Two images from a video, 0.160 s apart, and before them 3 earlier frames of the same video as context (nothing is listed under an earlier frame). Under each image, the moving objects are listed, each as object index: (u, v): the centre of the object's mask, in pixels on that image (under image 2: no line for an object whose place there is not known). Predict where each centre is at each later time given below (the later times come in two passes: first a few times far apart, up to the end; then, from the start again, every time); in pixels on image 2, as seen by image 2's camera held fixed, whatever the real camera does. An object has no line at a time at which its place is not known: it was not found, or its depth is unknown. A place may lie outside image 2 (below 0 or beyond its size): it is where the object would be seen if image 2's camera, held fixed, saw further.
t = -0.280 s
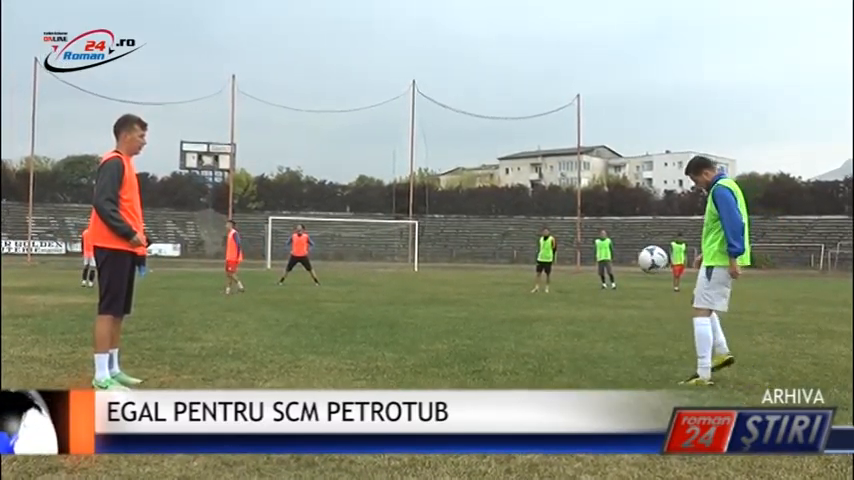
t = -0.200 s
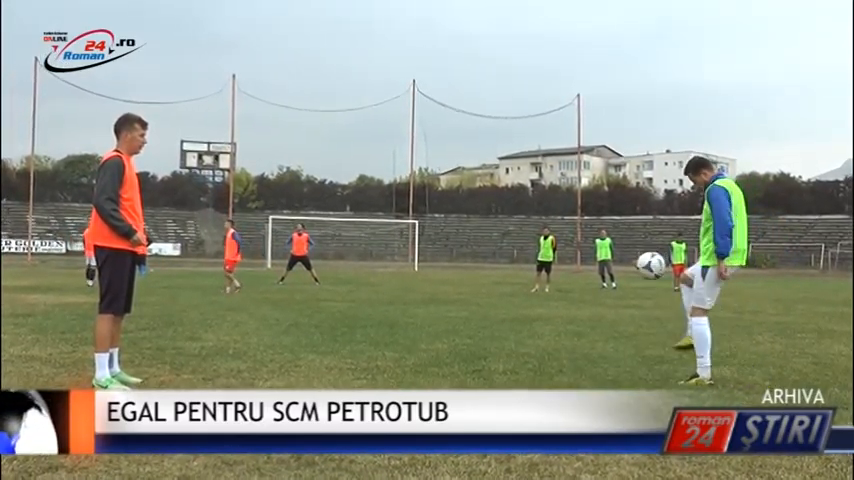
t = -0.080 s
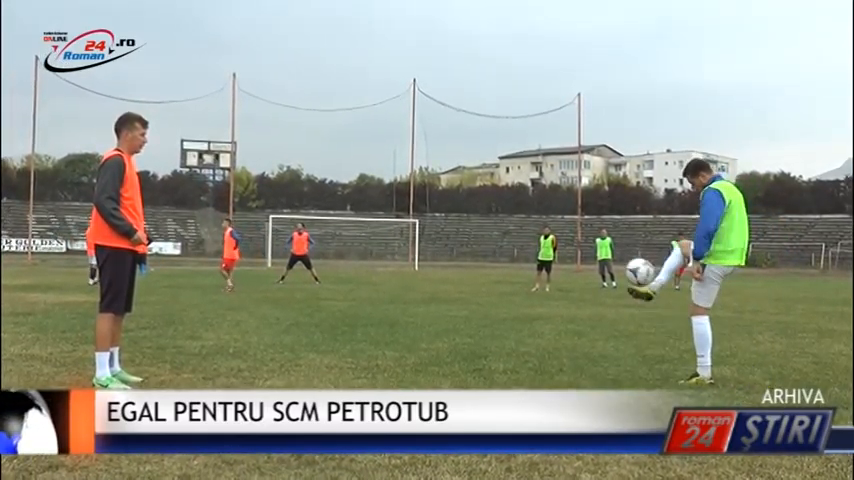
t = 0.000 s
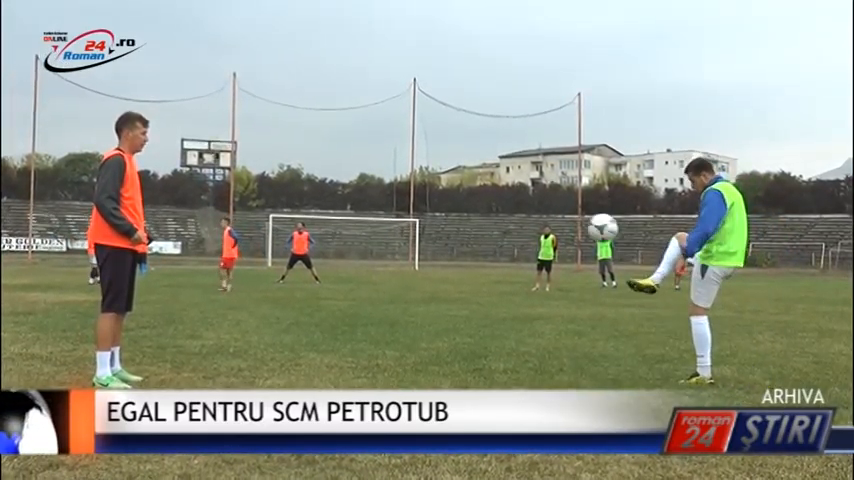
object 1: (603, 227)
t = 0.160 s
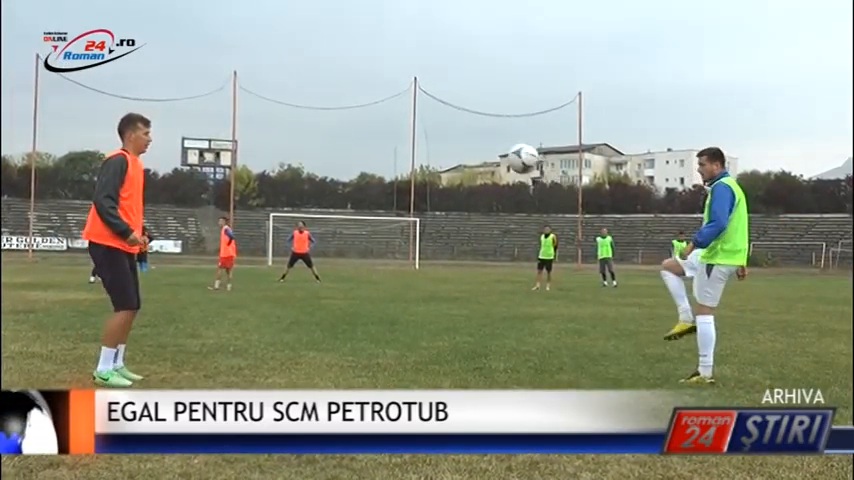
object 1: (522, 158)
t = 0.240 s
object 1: (480, 134)
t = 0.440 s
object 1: (360, 109)
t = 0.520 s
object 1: (308, 115)
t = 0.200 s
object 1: (501, 145)
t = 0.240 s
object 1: (480, 134)
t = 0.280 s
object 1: (457, 124)
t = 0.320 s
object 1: (433, 117)
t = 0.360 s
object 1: (409, 112)
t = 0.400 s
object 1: (384, 109)
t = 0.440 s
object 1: (360, 109)
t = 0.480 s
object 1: (334, 111)
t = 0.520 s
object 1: (308, 115)
